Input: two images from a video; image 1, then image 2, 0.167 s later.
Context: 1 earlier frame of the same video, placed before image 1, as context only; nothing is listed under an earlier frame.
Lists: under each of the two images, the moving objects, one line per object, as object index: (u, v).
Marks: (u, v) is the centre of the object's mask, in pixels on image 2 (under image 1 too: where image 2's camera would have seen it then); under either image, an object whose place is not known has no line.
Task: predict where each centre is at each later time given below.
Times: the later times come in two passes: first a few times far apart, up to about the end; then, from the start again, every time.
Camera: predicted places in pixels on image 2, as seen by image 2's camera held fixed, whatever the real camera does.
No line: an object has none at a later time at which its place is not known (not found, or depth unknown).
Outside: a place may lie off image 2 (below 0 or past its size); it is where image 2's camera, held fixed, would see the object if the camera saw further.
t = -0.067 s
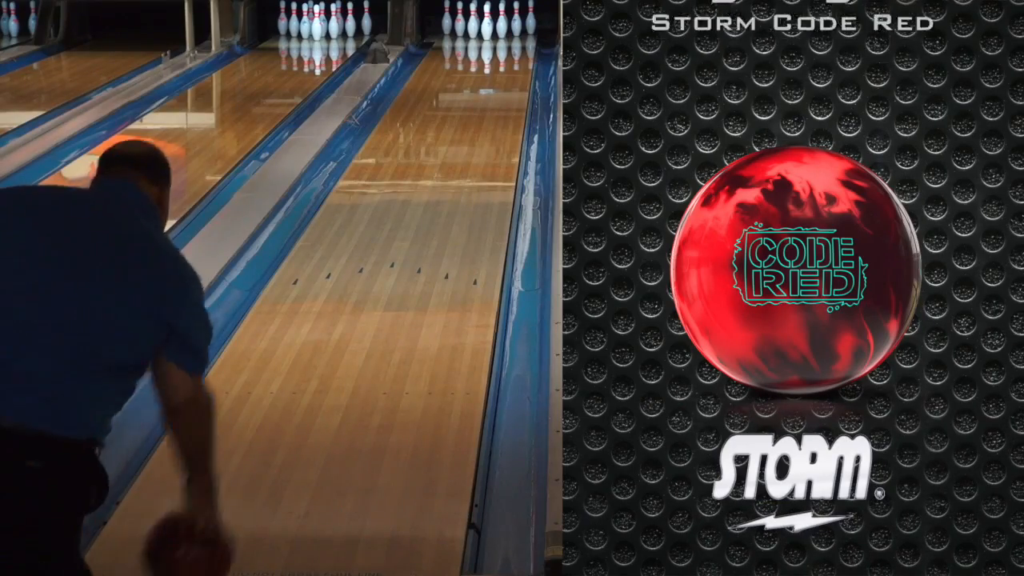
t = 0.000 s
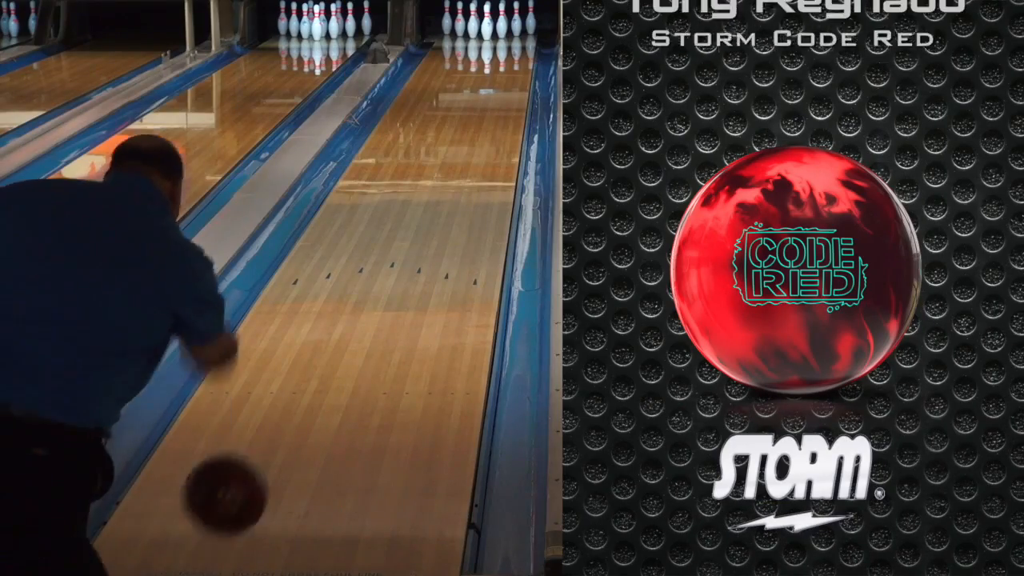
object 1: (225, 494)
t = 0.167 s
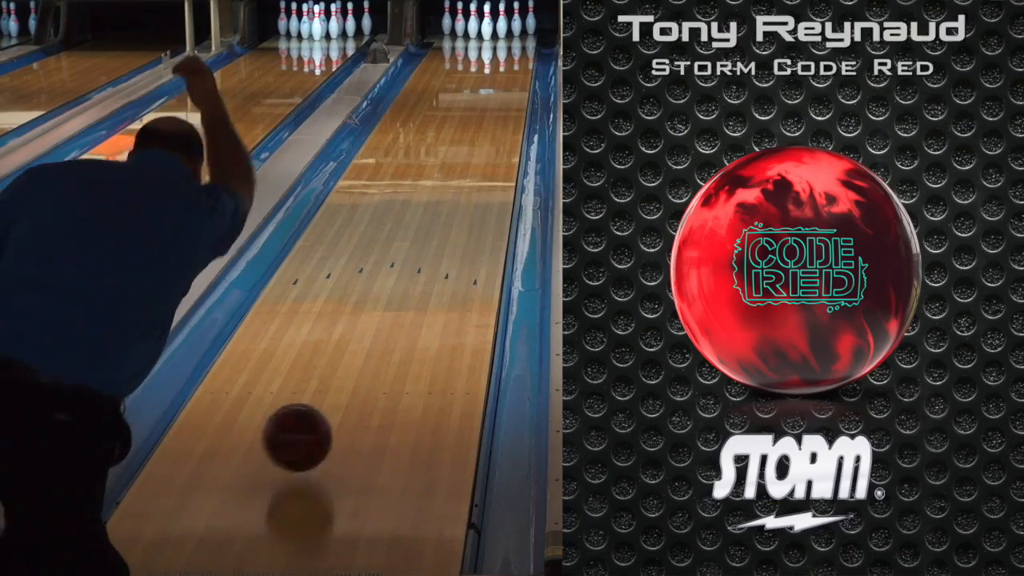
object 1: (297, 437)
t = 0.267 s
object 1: (329, 388)
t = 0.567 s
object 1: (396, 273)
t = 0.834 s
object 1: (433, 207)
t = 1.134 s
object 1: (462, 153)
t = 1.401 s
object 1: (481, 117)
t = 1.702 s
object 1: (495, 88)
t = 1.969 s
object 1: (504, 66)
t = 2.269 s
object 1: (505, 48)
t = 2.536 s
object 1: (499, 35)
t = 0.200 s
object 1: (309, 425)
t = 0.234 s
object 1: (320, 404)
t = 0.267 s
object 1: (329, 388)
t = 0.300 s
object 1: (338, 374)
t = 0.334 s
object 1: (347, 360)
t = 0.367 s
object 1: (355, 345)
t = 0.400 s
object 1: (363, 331)
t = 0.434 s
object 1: (370, 319)
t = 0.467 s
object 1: (377, 306)
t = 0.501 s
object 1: (384, 294)
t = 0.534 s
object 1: (390, 283)
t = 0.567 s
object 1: (396, 273)
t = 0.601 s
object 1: (401, 263)
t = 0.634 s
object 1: (406, 254)
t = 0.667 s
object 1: (411, 246)
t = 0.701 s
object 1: (416, 237)
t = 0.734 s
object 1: (421, 229)
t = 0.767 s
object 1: (425, 222)
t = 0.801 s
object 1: (430, 214)
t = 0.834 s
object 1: (433, 207)
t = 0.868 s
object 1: (437, 200)
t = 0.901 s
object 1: (441, 193)
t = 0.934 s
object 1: (444, 186)
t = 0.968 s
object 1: (448, 180)
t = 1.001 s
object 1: (451, 174)
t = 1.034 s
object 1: (454, 168)
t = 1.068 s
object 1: (457, 163)
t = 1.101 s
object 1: (460, 158)
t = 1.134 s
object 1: (462, 153)
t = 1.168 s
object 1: (465, 148)
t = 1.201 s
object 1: (467, 143)
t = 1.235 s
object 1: (470, 139)
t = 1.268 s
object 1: (472, 134)
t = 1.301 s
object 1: (475, 130)
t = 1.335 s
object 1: (477, 125)
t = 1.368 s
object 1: (479, 121)
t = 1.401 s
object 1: (481, 117)
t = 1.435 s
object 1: (483, 113)
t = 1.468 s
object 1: (485, 110)
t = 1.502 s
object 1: (486, 106)
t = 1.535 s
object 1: (488, 103)
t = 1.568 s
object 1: (490, 99)
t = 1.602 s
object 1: (491, 96)
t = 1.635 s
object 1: (493, 93)
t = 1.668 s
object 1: (494, 90)
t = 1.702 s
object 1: (495, 88)
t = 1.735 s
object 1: (497, 84)
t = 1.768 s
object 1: (499, 81)
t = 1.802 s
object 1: (500, 78)
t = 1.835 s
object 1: (501, 75)
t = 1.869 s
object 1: (502, 74)
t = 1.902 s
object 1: (502, 70)
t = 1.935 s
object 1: (503, 68)
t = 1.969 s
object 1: (504, 66)
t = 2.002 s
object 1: (504, 63)
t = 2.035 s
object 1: (505, 60)
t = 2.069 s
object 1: (506, 58)
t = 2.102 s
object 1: (507, 56)
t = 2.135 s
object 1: (507, 55)
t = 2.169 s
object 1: (506, 52)
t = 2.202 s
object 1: (506, 51)
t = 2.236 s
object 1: (506, 49)
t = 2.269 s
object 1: (505, 48)
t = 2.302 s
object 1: (505, 46)
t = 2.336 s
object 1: (505, 44)
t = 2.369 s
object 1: (504, 43)
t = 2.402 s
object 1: (503, 41)
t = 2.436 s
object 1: (503, 39)
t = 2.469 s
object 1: (501, 38)
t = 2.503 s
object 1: (500, 37)
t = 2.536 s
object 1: (499, 35)
